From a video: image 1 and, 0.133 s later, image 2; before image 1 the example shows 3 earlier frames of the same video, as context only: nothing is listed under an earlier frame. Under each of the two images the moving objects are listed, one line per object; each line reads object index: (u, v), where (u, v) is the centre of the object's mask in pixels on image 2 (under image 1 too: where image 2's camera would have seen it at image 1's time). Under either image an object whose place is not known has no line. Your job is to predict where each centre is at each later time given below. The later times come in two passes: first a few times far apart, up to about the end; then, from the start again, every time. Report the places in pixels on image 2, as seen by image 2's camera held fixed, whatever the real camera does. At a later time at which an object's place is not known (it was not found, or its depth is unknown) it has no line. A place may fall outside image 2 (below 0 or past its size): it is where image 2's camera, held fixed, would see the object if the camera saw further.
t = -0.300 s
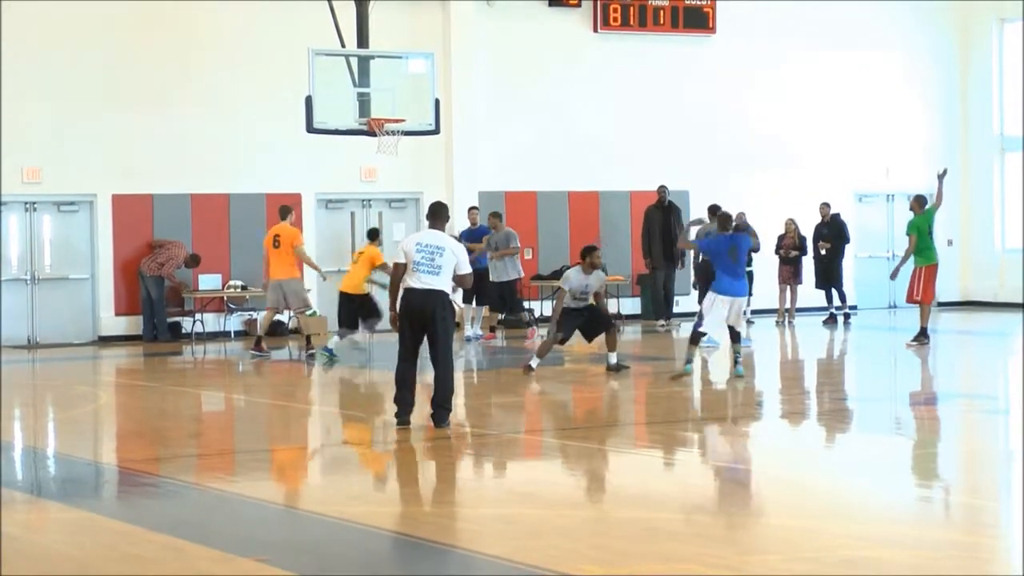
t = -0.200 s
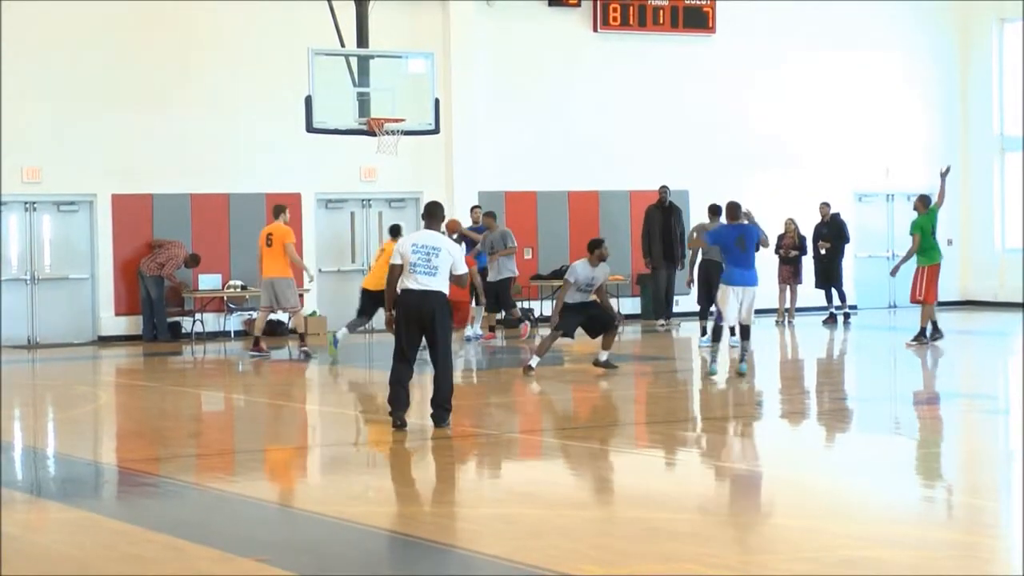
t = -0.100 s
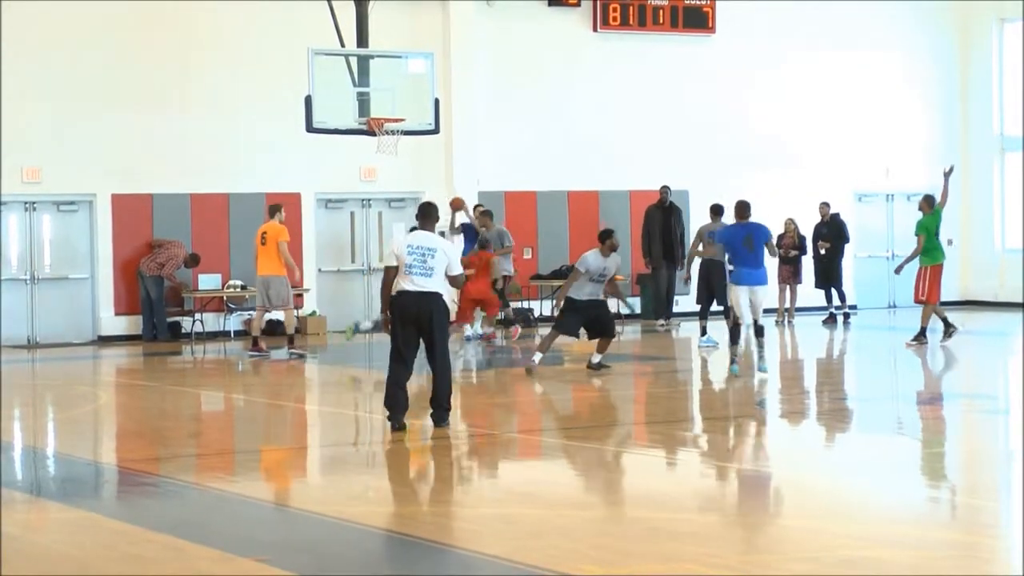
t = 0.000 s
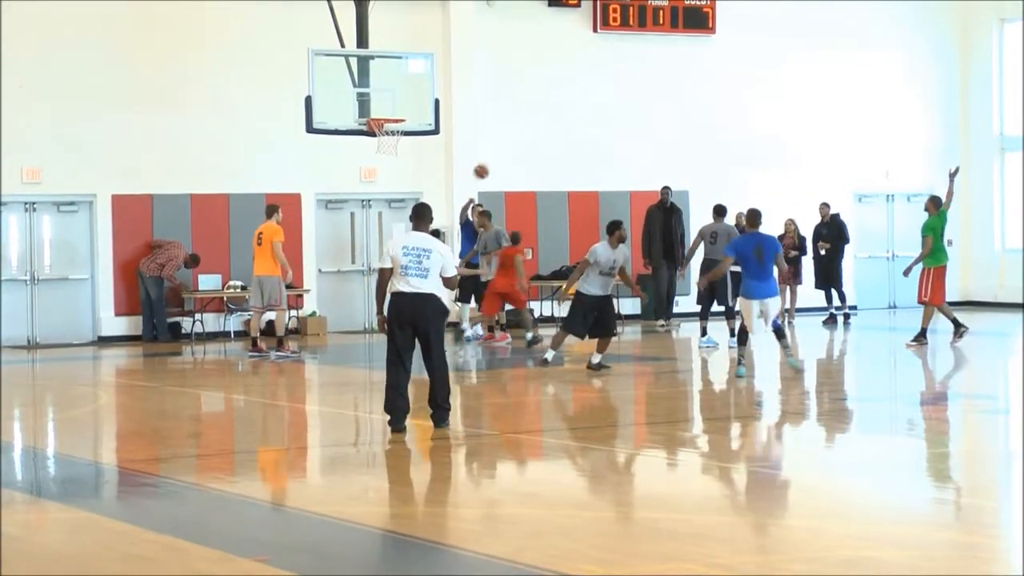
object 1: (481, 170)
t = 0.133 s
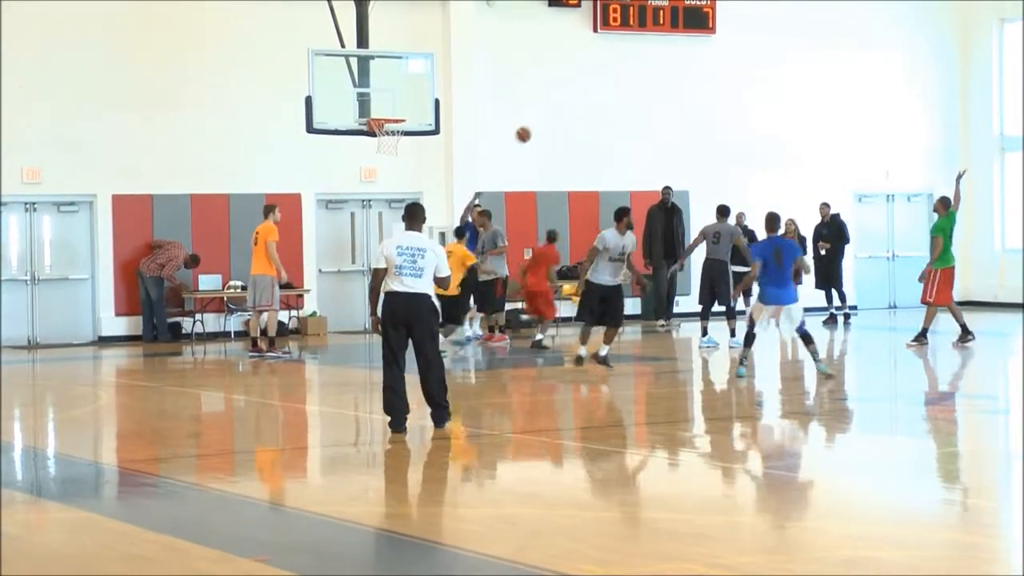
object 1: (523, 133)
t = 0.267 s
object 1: (568, 105)
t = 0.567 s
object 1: (680, 79)
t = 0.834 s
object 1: (799, 113)
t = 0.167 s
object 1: (534, 125)
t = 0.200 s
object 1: (545, 118)
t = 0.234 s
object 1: (557, 111)
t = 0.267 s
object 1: (568, 105)
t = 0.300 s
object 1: (579, 99)
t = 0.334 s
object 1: (591, 92)
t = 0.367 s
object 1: (603, 89)
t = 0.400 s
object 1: (616, 86)
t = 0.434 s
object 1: (628, 83)
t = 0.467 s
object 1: (640, 80)
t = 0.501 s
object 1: (654, 79)
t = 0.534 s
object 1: (667, 79)
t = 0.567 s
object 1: (680, 79)
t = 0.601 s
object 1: (694, 80)
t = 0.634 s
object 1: (708, 82)
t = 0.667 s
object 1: (723, 85)
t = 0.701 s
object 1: (737, 89)
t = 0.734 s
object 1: (752, 93)
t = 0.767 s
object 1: (767, 98)
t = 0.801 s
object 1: (783, 105)
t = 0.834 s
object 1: (799, 113)
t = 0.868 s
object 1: (815, 121)
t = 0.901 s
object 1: (832, 131)
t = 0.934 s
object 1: (849, 141)
